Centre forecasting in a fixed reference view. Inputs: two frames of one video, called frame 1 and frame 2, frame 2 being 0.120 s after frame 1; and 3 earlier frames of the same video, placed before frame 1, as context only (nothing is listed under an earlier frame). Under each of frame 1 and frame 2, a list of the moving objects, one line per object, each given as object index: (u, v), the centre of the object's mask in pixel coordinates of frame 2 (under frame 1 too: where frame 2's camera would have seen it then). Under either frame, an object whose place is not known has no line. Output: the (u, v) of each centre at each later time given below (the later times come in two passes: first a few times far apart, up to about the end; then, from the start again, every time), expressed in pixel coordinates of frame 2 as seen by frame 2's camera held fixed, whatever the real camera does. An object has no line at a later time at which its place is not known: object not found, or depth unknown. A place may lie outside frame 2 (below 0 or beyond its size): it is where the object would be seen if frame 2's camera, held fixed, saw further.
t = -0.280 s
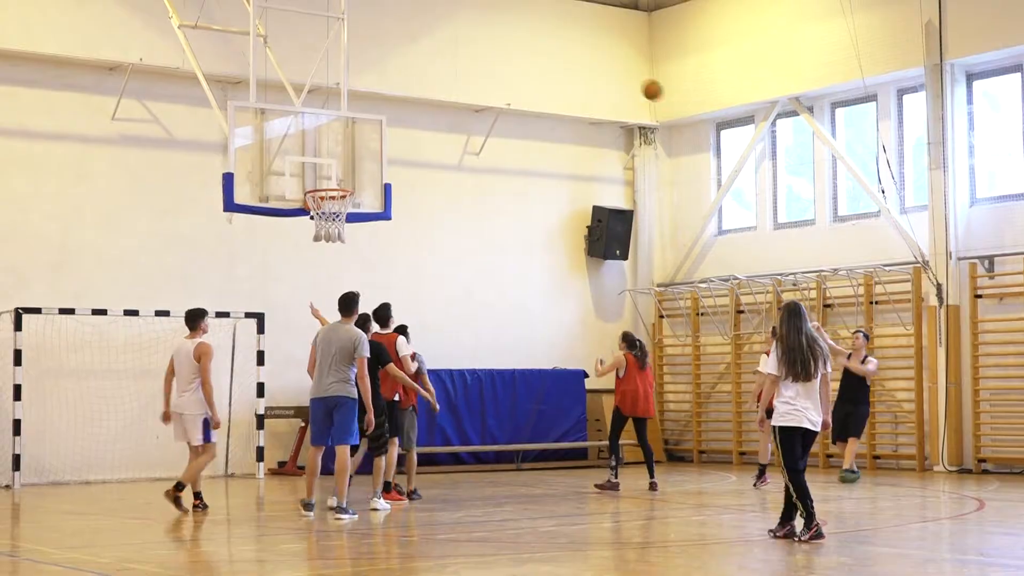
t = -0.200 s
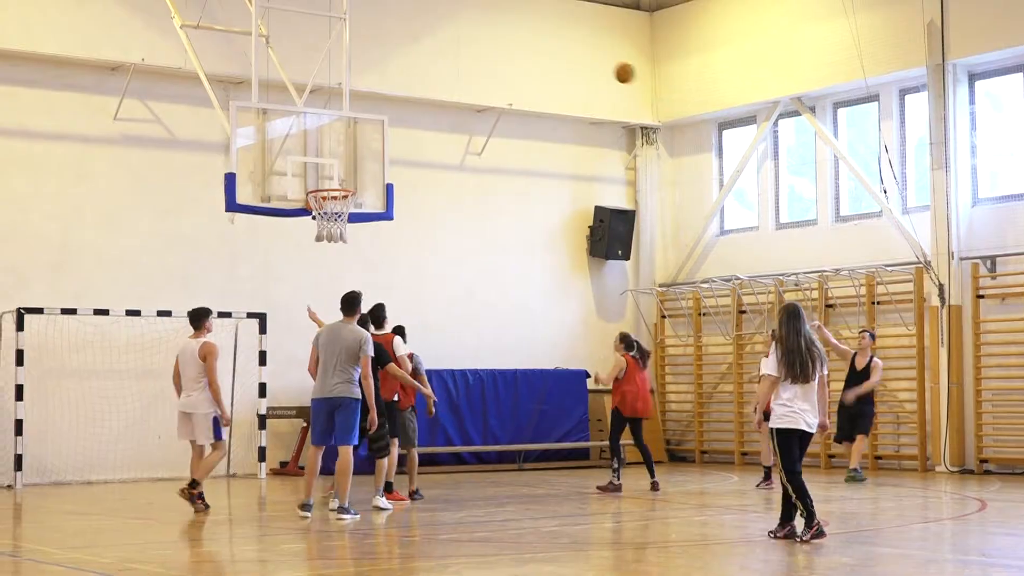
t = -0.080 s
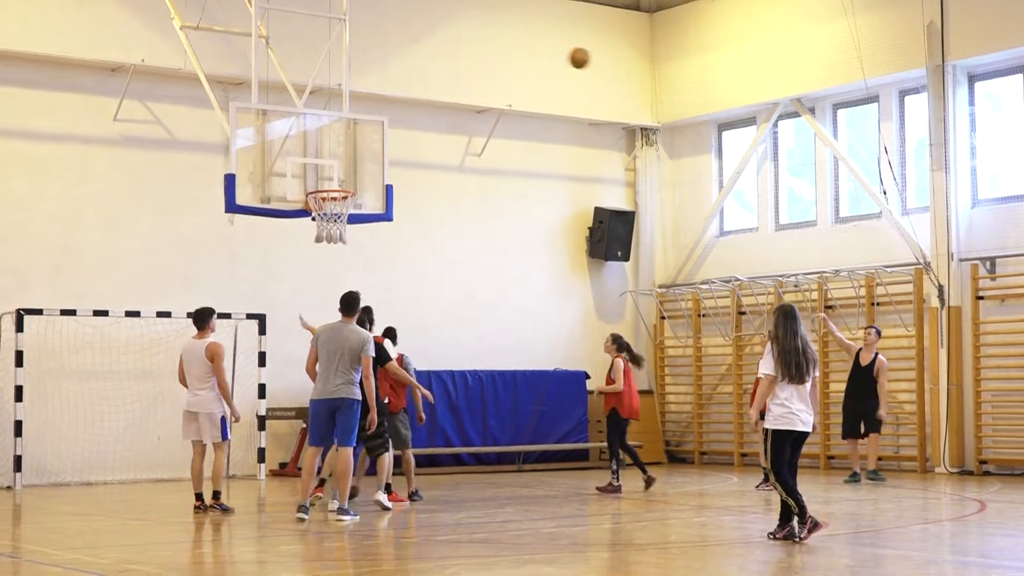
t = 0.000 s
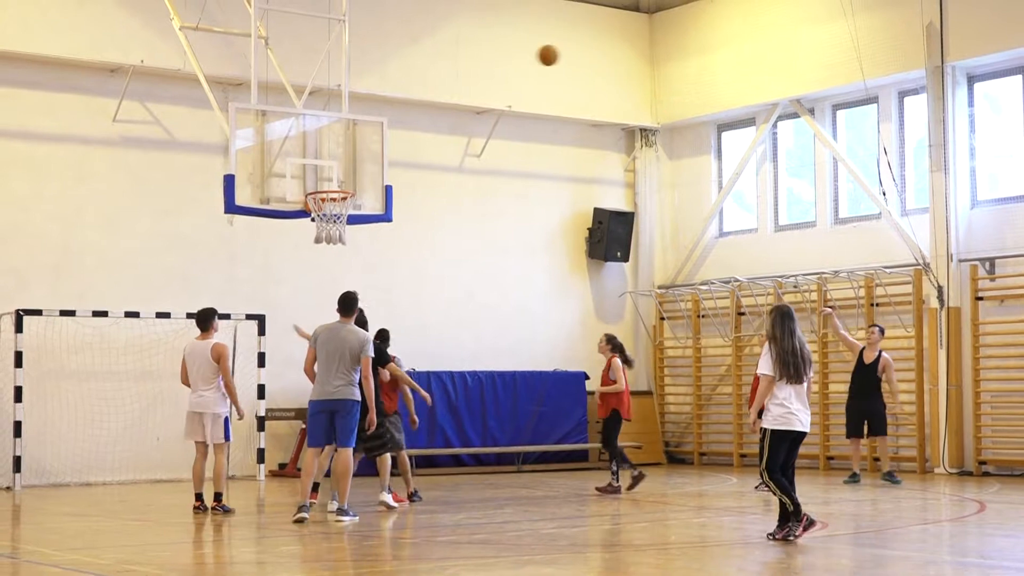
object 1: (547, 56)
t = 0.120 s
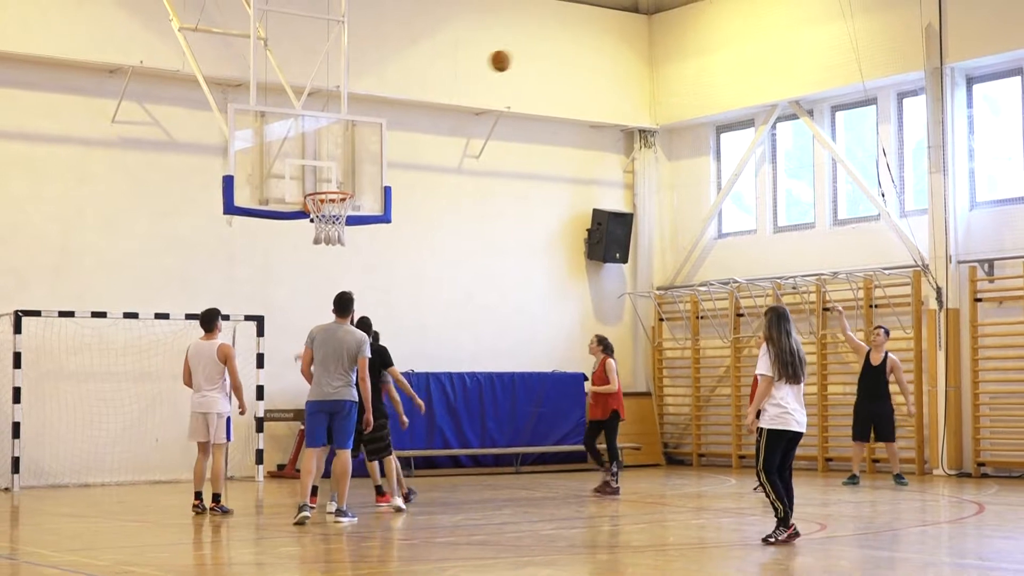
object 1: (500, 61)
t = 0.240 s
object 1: (453, 78)
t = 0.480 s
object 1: (354, 156)
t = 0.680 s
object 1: (330, 166)
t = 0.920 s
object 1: (360, 122)
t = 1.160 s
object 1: (392, 133)
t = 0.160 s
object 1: (484, 65)
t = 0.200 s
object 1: (469, 71)
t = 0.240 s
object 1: (453, 78)
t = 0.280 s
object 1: (437, 87)
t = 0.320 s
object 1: (420, 97)
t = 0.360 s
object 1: (404, 110)
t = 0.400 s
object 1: (388, 123)
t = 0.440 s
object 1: (371, 138)
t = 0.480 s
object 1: (354, 156)
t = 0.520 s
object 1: (339, 172)
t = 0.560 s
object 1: (322, 186)
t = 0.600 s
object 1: (322, 186)
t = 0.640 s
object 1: (325, 179)
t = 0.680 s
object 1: (330, 166)
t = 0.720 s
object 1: (335, 155)
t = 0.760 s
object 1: (341, 145)
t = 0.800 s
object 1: (346, 137)
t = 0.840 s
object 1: (350, 131)
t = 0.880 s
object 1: (355, 126)
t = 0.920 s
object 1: (360, 122)
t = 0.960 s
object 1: (366, 120)
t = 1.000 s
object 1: (371, 119)
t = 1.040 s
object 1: (376, 120)
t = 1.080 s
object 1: (381, 123)
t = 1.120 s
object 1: (387, 127)
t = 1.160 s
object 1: (392, 133)
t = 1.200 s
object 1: (397, 140)
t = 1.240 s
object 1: (402, 150)
